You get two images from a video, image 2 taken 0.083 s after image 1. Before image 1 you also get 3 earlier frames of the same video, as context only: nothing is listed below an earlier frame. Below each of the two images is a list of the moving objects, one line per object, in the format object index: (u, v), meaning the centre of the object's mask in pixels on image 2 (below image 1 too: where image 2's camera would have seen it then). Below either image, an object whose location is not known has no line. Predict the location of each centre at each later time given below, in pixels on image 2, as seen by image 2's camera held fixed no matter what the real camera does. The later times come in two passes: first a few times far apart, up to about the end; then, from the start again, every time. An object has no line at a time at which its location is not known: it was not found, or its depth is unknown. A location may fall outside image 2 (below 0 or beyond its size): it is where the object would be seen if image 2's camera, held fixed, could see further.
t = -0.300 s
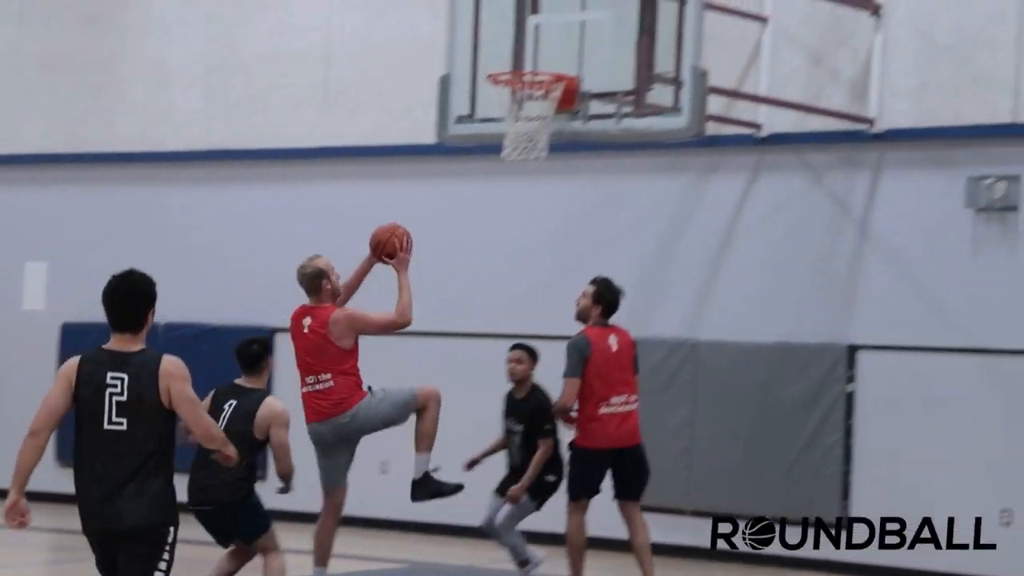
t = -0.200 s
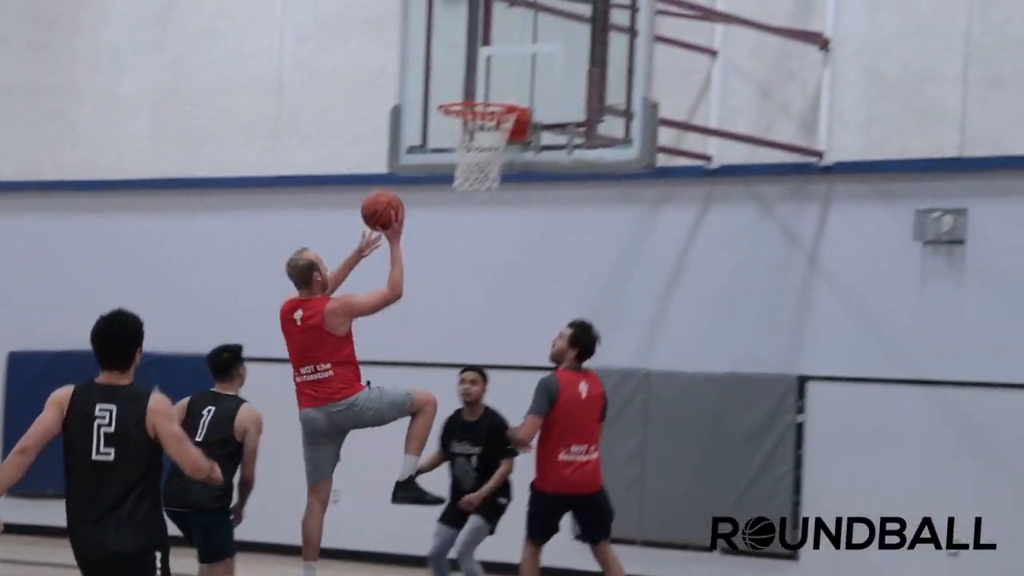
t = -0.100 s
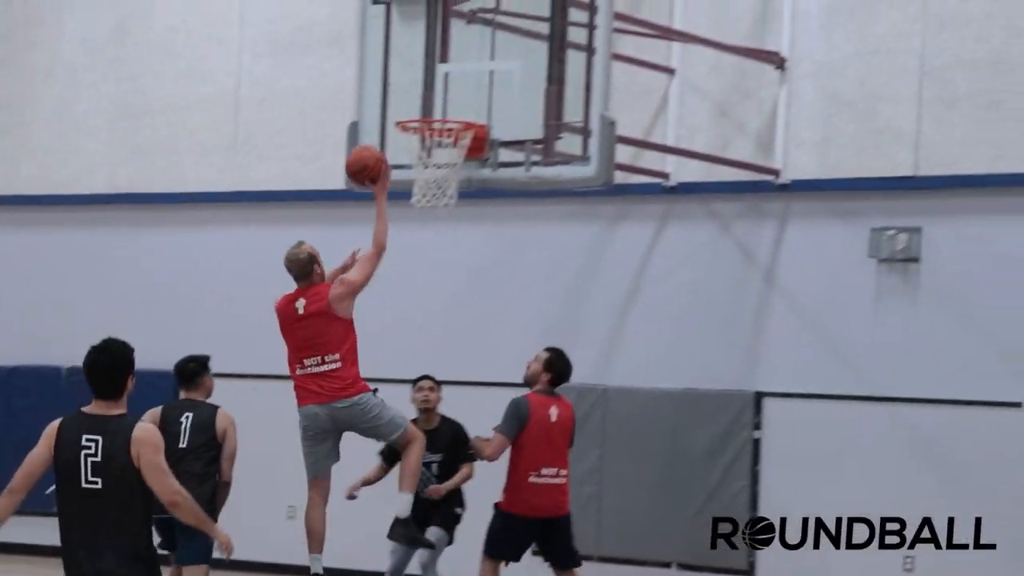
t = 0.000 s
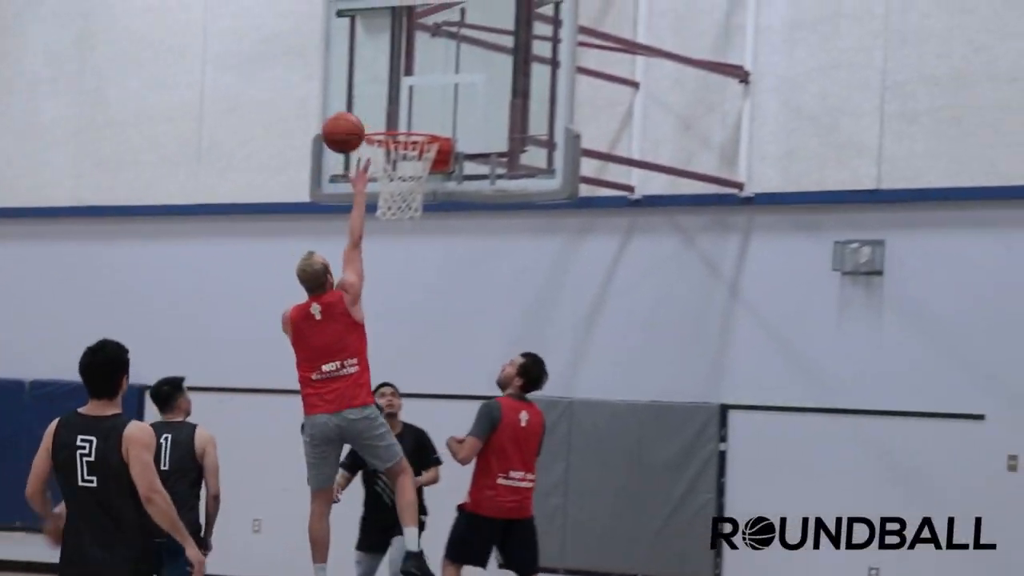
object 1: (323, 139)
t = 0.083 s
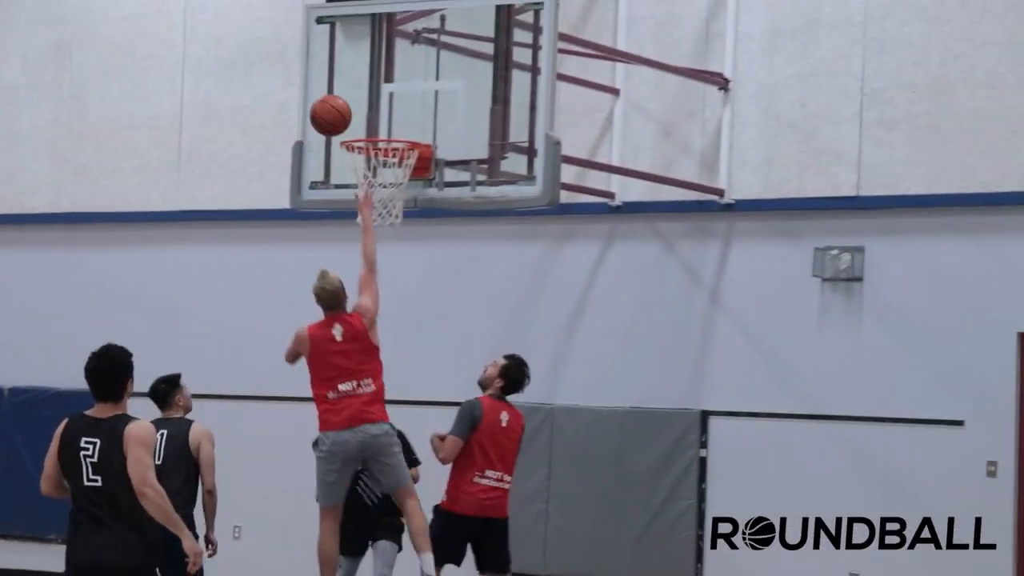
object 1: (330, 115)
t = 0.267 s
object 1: (344, 106)
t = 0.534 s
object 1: (356, 114)
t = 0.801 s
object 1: (377, 171)
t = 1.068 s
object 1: (389, 265)
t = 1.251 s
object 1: (390, 383)
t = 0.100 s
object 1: (332, 112)
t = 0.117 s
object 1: (333, 109)
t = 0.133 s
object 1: (334, 107)
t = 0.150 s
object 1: (336, 106)
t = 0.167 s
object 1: (337, 104)
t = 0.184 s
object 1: (338, 103)
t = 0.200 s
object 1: (339, 103)
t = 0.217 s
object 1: (340, 103)
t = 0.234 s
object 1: (341, 103)
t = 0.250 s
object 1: (342, 105)
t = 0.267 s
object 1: (344, 106)
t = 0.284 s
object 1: (345, 108)
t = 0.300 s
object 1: (346, 110)
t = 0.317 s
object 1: (346, 113)
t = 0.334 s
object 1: (347, 117)
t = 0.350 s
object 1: (348, 120)
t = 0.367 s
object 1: (349, 119)
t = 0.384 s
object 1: (350, 116)
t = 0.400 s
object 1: (351, 114)
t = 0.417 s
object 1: (352, 113)
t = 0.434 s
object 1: (352, 112)
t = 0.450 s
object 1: (353, 111)
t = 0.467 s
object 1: (354, 111)
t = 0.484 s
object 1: (354, 111)
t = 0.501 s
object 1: (355, 111)
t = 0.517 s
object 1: (356, 113)
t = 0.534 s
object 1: (356, 114)
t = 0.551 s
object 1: (357, 116)
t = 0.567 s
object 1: (357, 118)
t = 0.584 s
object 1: (358, 121)
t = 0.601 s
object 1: (358, 123)
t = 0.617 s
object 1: (359, 125)
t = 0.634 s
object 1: (361, 126)
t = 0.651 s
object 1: (362, 127)
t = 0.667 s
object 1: (365, 133)
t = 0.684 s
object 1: (367, 137)
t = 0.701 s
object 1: (368, 141)
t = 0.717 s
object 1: (370, 145)
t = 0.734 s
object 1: (372, 150)
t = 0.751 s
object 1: (374, 156)
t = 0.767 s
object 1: (375, 159)
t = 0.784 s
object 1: (376, 164)
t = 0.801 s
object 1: (377, 171)
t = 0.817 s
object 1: (380, 177)
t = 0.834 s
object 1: (382, 184)
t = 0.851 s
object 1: (382, 190)
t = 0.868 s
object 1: (383, 195)
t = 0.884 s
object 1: (385, 201)
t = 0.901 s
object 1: (387, 205)
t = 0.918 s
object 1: (386, 210)
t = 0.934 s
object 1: (388, 225)
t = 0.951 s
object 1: (388, 228)
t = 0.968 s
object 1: (388, 230)
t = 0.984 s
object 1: (389, 233)
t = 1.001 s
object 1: (388, 237)
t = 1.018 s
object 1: (389, 242)
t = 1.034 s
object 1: (389, 249)
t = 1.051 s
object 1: (389, 257)
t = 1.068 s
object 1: (389, 265)
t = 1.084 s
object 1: (389, 273)
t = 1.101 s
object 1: (389, 282)
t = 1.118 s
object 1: (389, 291)
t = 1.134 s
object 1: (389, 301)
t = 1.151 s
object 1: (389, 311)
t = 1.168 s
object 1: (390, 322)
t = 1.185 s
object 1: (390, 333)
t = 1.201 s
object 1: (390, 345)
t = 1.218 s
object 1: (390, 357)
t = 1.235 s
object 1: (390, 369)
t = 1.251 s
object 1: (390, 383)
